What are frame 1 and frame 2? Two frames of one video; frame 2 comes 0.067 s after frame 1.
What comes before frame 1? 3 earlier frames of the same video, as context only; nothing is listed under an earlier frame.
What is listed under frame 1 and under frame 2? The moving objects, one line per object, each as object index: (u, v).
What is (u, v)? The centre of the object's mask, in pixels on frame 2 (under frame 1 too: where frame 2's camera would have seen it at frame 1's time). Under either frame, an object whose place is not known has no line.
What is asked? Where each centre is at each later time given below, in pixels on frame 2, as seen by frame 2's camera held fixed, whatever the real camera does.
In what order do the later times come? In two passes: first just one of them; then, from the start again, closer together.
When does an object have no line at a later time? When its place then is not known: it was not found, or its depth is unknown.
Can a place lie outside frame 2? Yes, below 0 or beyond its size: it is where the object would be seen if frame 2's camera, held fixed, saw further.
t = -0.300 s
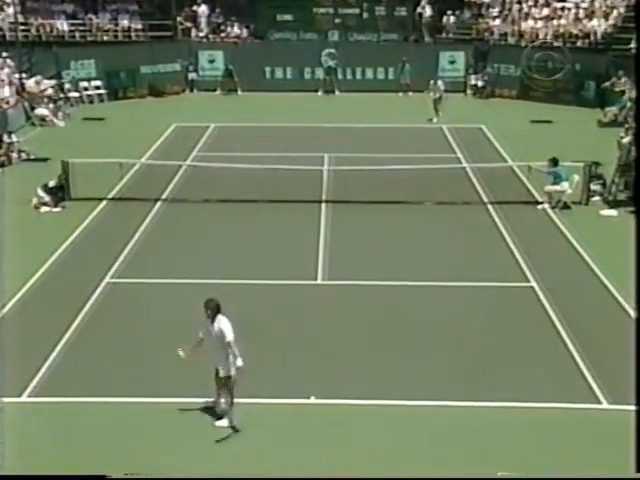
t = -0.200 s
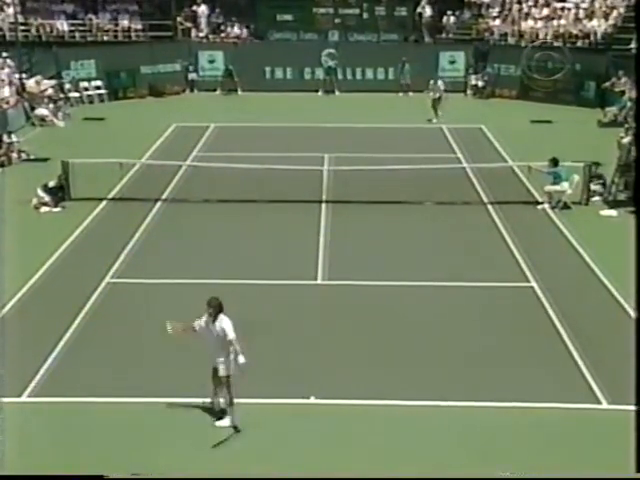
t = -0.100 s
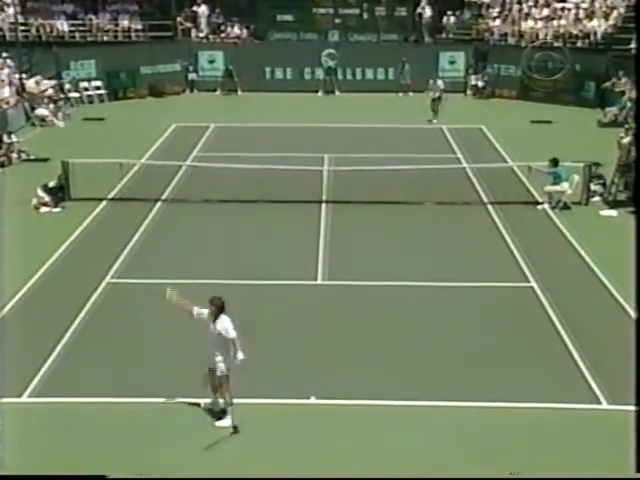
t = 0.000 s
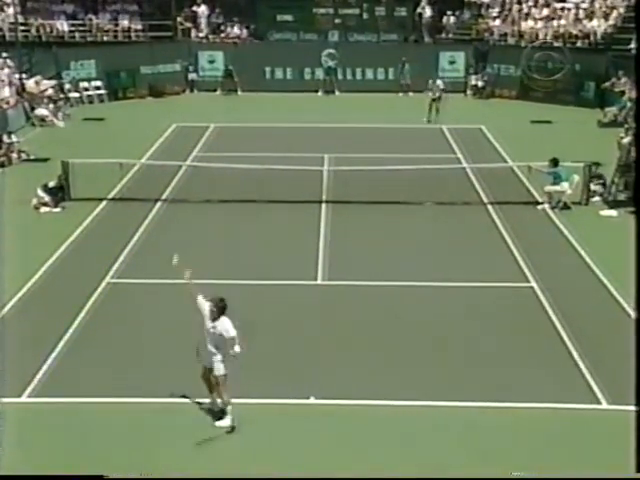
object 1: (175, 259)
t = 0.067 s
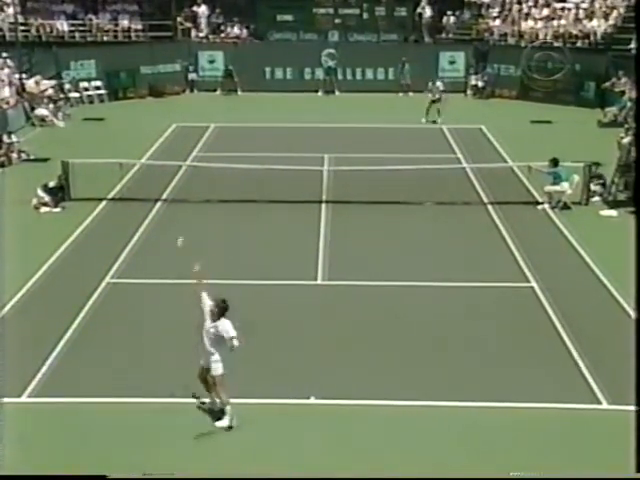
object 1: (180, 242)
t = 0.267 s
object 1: (194, 206)
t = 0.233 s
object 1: (191, 210)
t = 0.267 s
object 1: (194, 206)
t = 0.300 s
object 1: (196, 203)
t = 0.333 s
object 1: (198, 201)
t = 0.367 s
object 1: (201, 200)
